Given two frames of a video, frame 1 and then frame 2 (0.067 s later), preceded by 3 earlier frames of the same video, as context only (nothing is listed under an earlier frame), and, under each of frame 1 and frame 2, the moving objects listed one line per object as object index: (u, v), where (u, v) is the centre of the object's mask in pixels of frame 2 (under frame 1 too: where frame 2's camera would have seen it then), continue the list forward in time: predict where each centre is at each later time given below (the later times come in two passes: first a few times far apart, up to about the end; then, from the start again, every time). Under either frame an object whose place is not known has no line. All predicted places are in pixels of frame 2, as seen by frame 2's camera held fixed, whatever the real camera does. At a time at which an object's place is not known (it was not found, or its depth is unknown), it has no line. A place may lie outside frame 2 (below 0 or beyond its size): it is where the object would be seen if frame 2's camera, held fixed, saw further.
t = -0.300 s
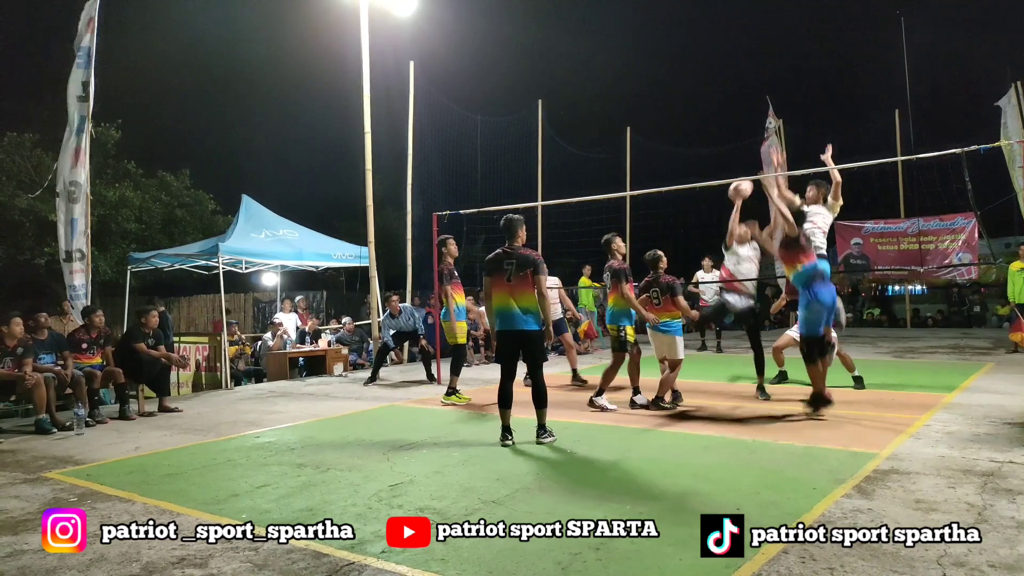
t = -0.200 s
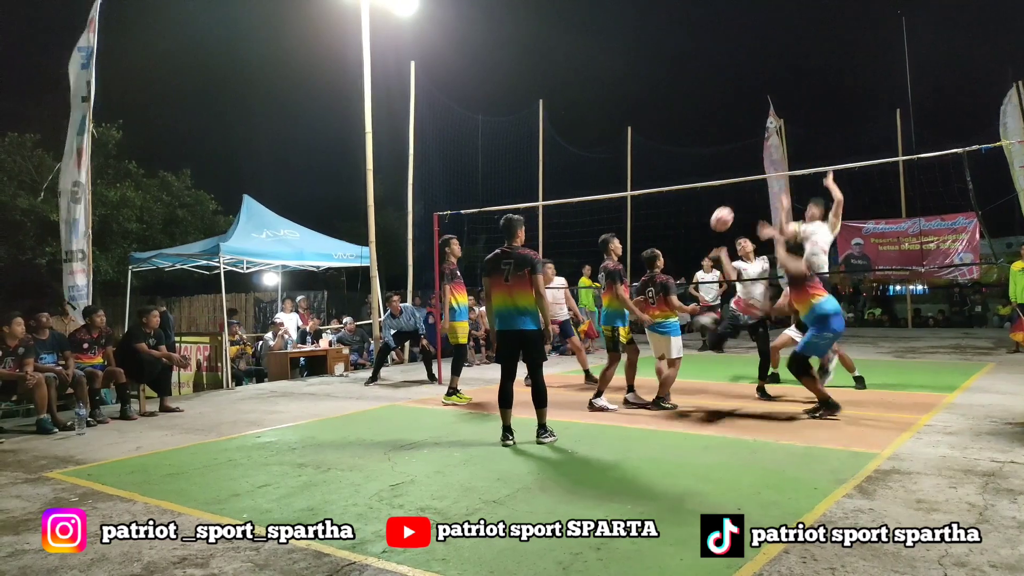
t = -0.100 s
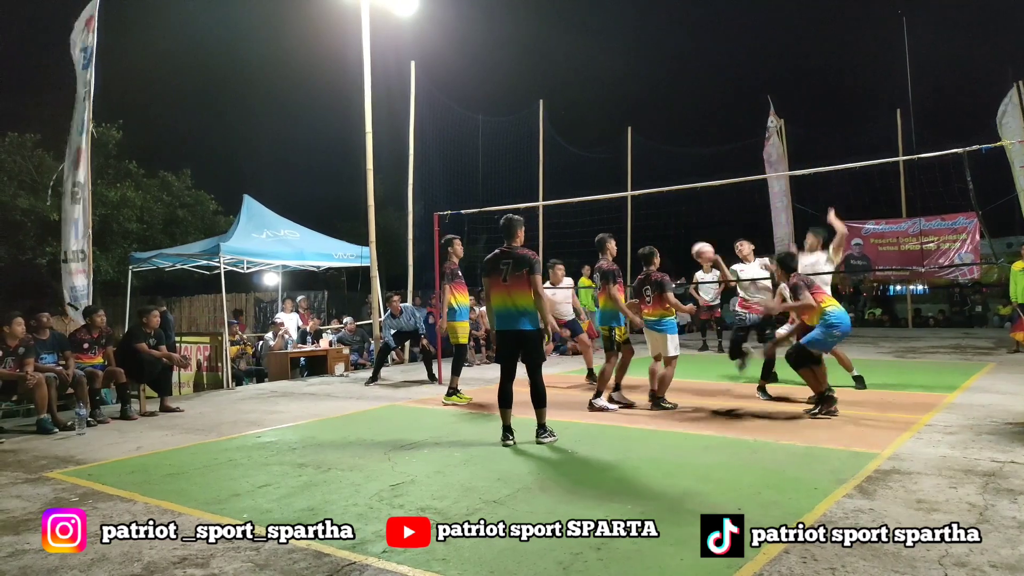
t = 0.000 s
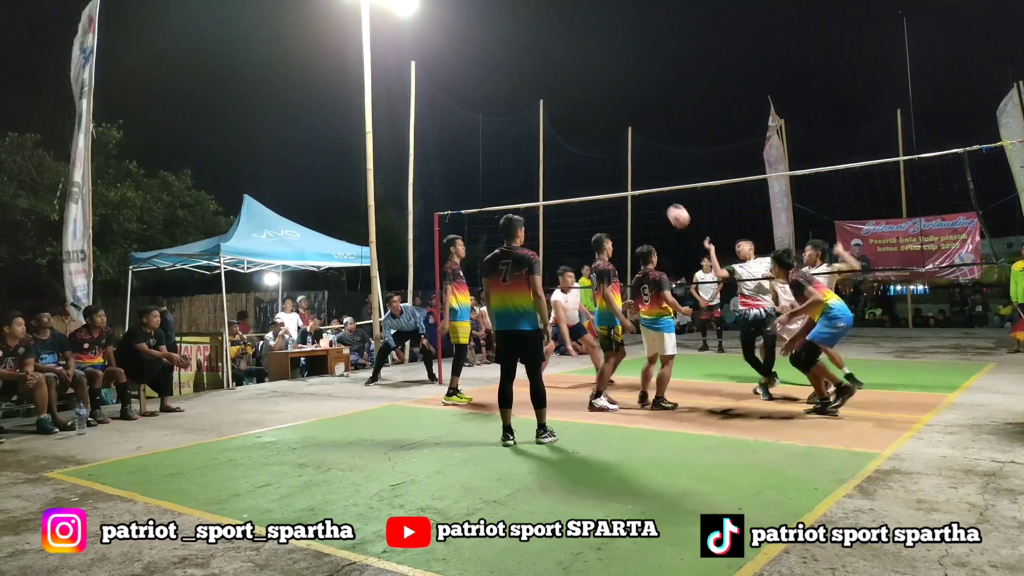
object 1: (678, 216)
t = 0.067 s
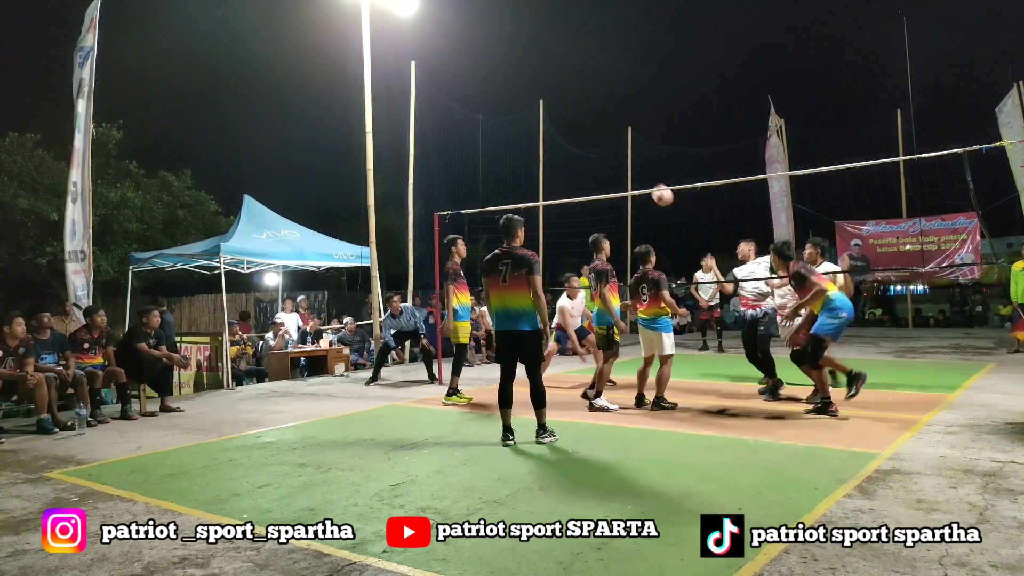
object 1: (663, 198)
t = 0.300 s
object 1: (615, 161)
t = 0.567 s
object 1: (572, 174)
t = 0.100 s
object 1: (655, 187)
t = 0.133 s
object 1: (647, 180)
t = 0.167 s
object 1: (641, 175)
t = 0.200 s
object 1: (634, 170)
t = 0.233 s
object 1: (627, 166)
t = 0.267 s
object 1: (621, 163)
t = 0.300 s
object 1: (615, 161)
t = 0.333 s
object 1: (609, 160)
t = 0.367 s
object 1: (603, 160)
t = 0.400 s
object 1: (598, 161)
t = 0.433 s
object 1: (593, 162)
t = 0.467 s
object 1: (587, 163)
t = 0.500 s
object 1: (582, 166)
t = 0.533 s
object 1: (577, 169)
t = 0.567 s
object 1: (572, 174)
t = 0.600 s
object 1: (568, 178)
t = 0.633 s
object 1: (564, 184)
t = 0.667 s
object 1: (560, 189)
